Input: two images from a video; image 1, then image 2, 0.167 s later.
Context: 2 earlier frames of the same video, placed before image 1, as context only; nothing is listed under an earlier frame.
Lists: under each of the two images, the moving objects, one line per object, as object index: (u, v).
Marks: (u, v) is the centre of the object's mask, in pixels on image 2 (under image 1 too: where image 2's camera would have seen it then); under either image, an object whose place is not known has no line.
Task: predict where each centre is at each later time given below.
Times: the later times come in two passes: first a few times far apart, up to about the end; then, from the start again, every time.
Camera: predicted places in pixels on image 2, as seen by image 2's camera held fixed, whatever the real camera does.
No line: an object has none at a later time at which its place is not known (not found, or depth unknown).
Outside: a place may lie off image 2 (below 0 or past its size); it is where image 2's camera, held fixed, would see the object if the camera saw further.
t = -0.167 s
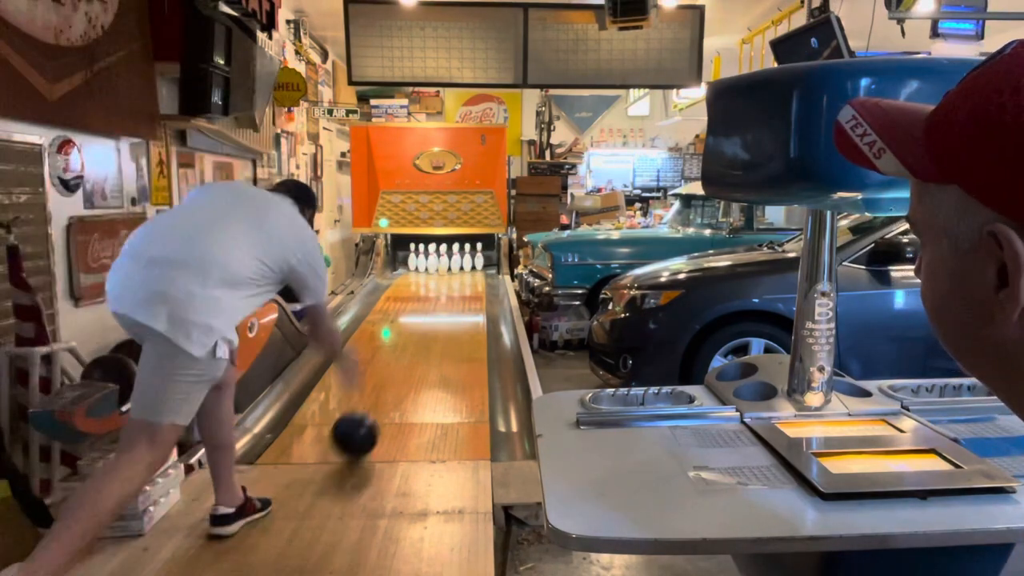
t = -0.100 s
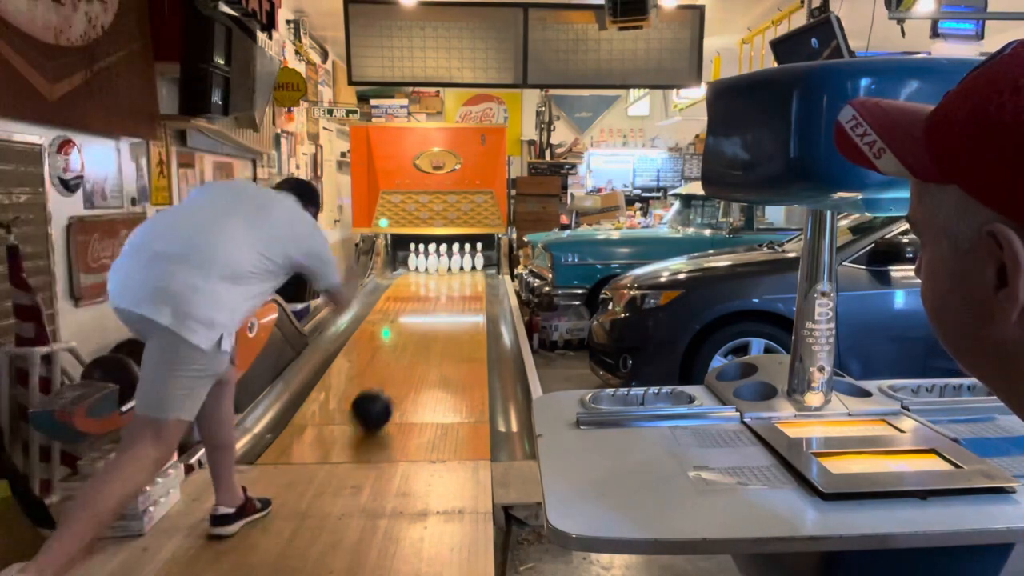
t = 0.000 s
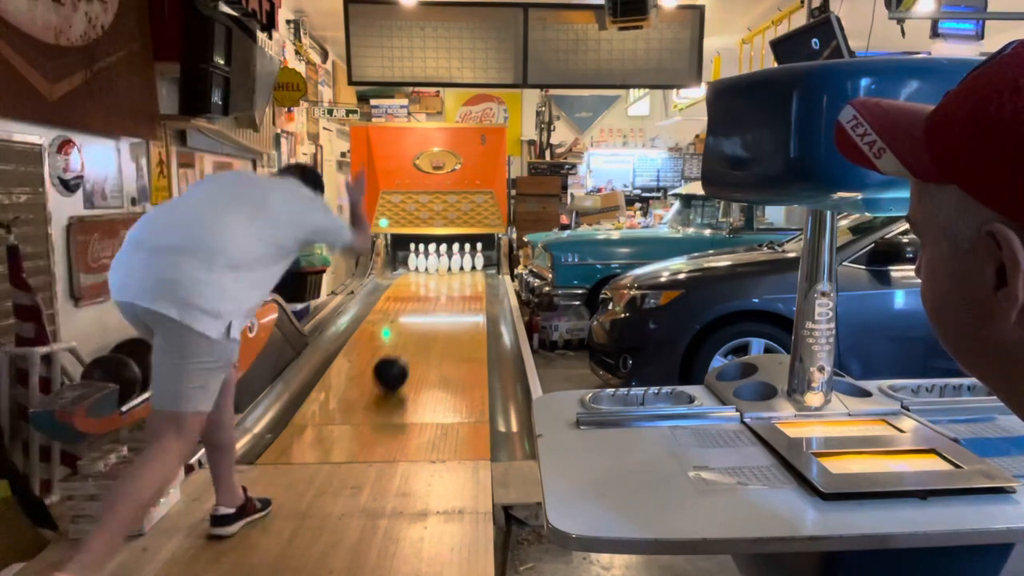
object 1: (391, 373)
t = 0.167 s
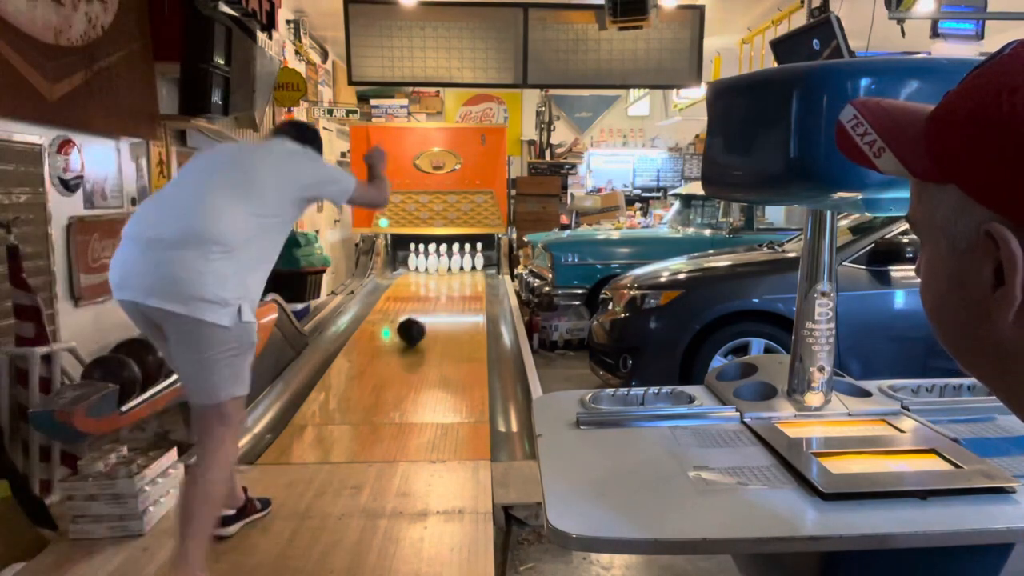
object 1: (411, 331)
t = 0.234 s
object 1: (417, 319)
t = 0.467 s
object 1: (432, 290)
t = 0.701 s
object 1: (443, 274)
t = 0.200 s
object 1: (414, 325)
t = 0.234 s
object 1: (417, 319)
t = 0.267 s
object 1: (420, 314)
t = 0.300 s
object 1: (422, 309)
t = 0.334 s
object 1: (425, 305)
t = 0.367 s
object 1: (427, 301)
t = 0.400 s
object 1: (429, 296)
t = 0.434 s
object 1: (431, 293)
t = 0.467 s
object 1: (432, 290)
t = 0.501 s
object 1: (434, 287)
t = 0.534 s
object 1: (436, 284)
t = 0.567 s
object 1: (437, 282)
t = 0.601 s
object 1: (439, 279)
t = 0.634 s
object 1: (440, 277)
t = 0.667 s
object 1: (441, 275)
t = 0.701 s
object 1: (443, 274)
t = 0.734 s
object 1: (444, 272)
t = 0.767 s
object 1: (444, 270)
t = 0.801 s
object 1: (445, 269)
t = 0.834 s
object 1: (447, 268)
